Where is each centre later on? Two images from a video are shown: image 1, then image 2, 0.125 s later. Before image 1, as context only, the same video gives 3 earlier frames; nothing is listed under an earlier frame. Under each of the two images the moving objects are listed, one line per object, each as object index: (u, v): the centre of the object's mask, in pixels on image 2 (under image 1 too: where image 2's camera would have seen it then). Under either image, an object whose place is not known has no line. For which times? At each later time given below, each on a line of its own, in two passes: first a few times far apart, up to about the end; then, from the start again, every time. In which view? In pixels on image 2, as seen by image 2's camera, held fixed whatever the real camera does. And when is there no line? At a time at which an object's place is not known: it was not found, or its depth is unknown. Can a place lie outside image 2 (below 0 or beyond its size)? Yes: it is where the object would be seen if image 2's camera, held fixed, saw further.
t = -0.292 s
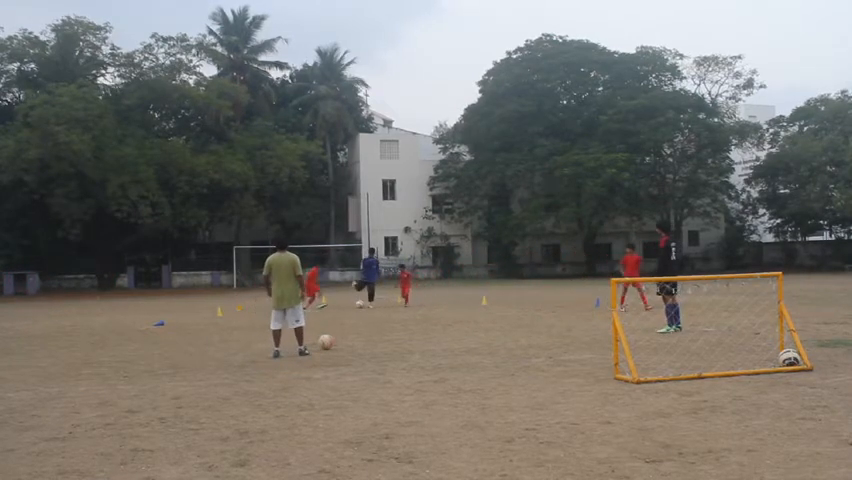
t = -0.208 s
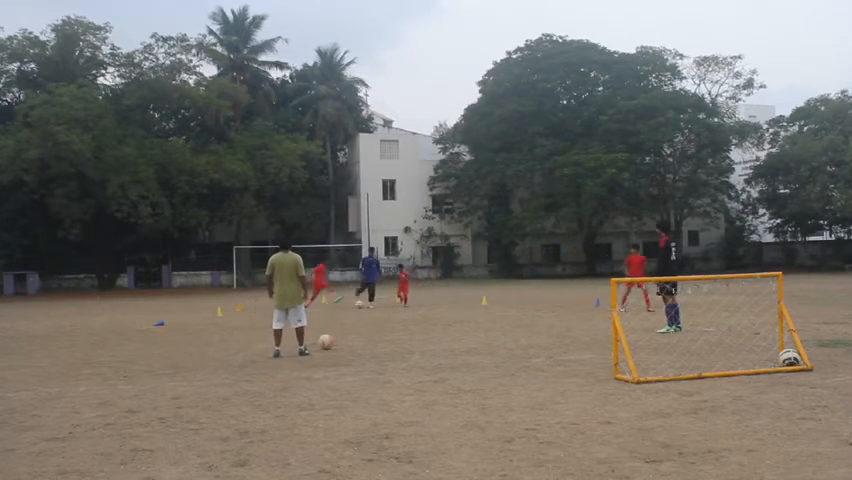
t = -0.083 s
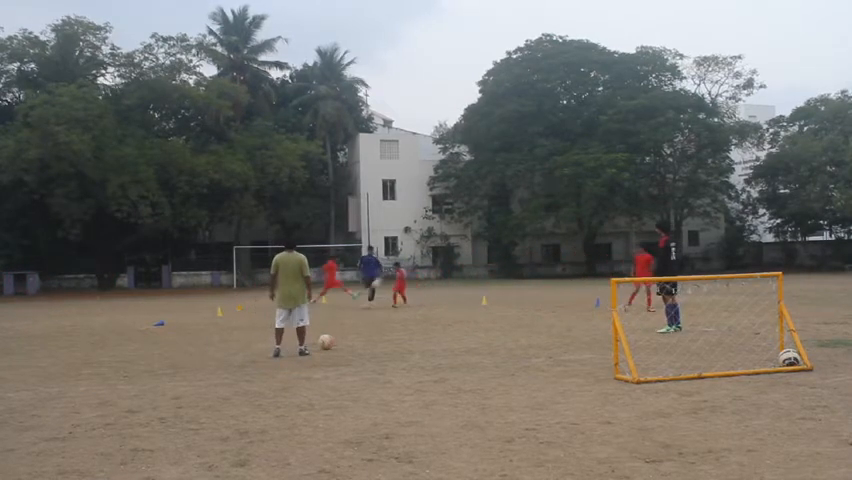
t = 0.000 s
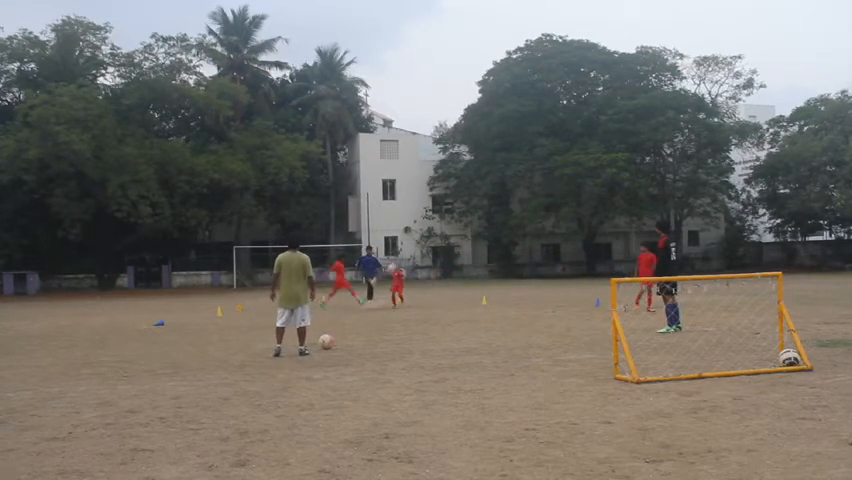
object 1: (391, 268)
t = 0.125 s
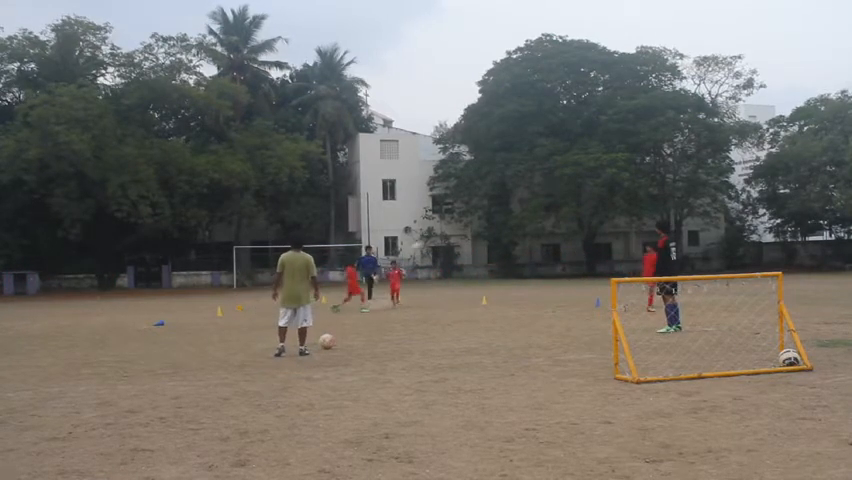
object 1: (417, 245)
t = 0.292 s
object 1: (454, 225)
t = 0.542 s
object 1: (514, 210)
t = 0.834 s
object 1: (600, 223)
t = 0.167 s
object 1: (425, 241)
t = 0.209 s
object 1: (434, 235)
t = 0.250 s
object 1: (443, 230)
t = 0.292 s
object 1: (454, 225)
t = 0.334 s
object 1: (463, 222)
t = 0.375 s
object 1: (472, 218)
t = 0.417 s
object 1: (482, 215)
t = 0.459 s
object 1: (493, 213)
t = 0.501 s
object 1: (503, 211)
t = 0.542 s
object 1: (514, 210)
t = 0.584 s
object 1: (525, 209)
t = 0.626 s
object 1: (537, 210)
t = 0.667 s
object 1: (549, 211)
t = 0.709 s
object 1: (561, 212)
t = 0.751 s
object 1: (573, 215)
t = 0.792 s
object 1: (587, 219)
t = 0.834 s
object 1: (600, 223)
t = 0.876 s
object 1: (614, 228)
